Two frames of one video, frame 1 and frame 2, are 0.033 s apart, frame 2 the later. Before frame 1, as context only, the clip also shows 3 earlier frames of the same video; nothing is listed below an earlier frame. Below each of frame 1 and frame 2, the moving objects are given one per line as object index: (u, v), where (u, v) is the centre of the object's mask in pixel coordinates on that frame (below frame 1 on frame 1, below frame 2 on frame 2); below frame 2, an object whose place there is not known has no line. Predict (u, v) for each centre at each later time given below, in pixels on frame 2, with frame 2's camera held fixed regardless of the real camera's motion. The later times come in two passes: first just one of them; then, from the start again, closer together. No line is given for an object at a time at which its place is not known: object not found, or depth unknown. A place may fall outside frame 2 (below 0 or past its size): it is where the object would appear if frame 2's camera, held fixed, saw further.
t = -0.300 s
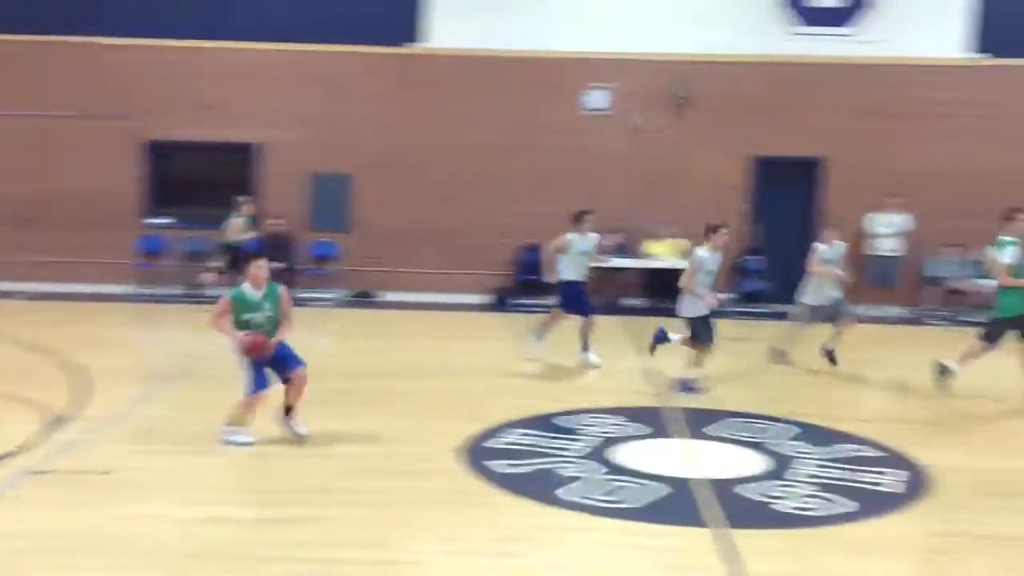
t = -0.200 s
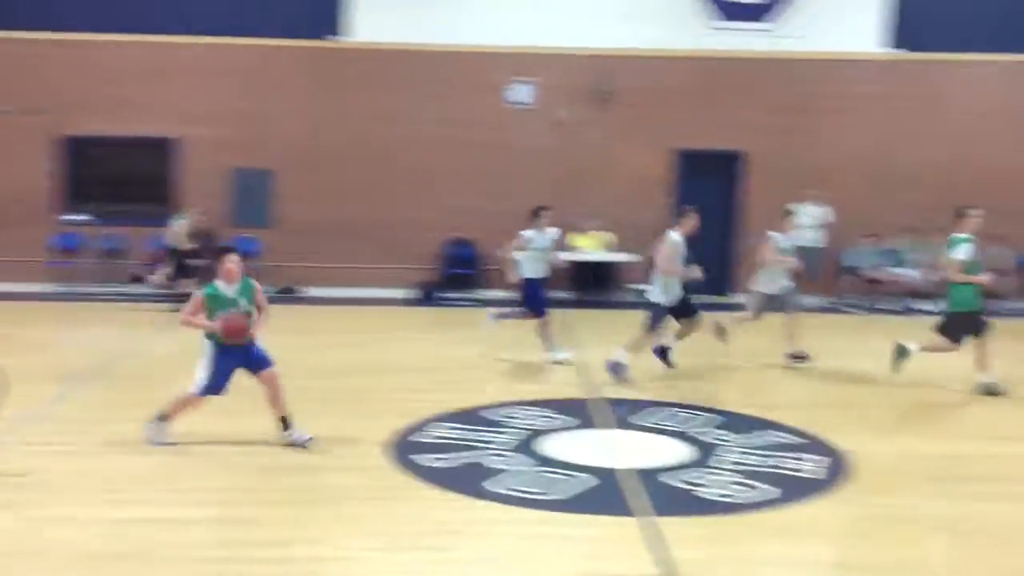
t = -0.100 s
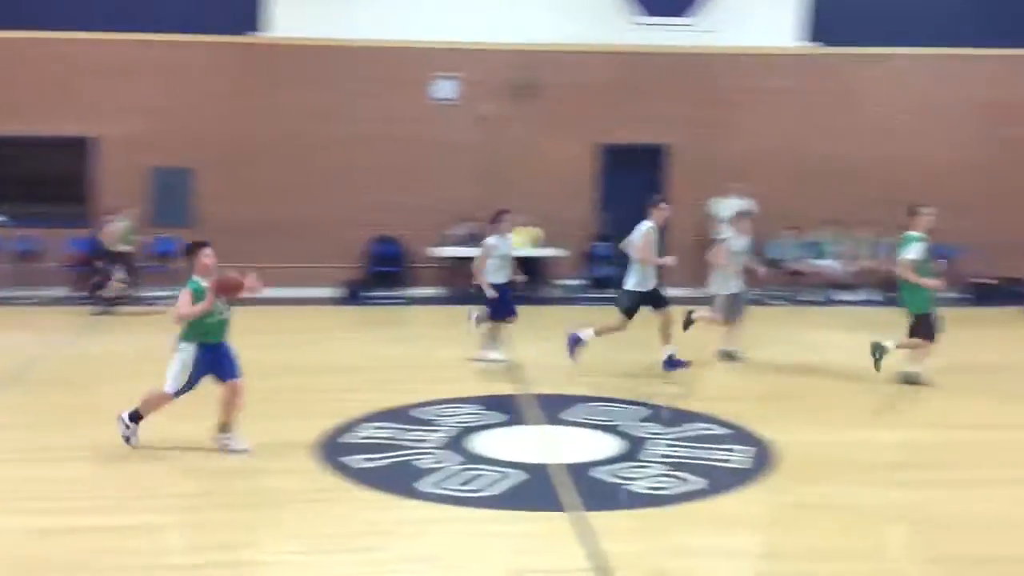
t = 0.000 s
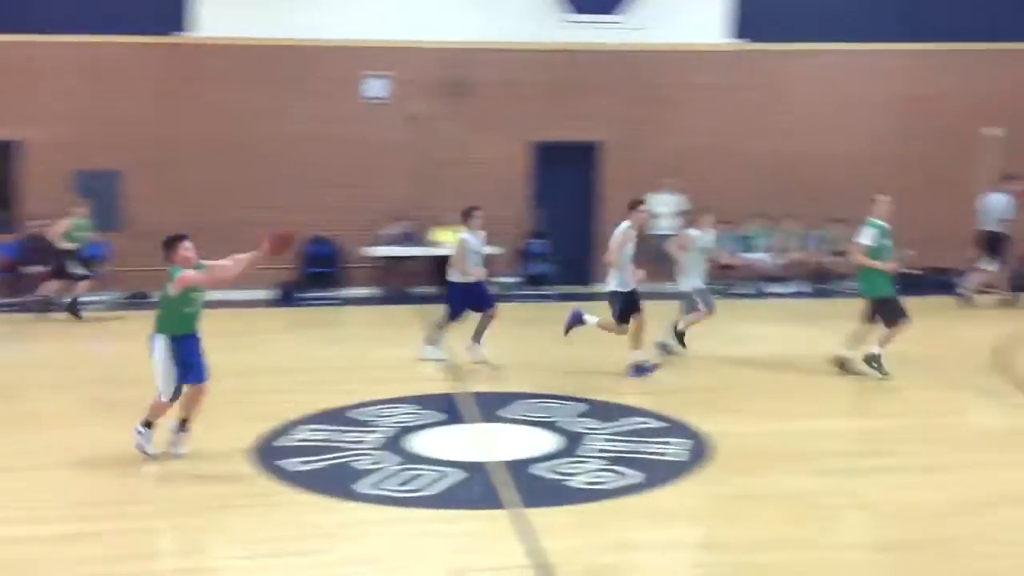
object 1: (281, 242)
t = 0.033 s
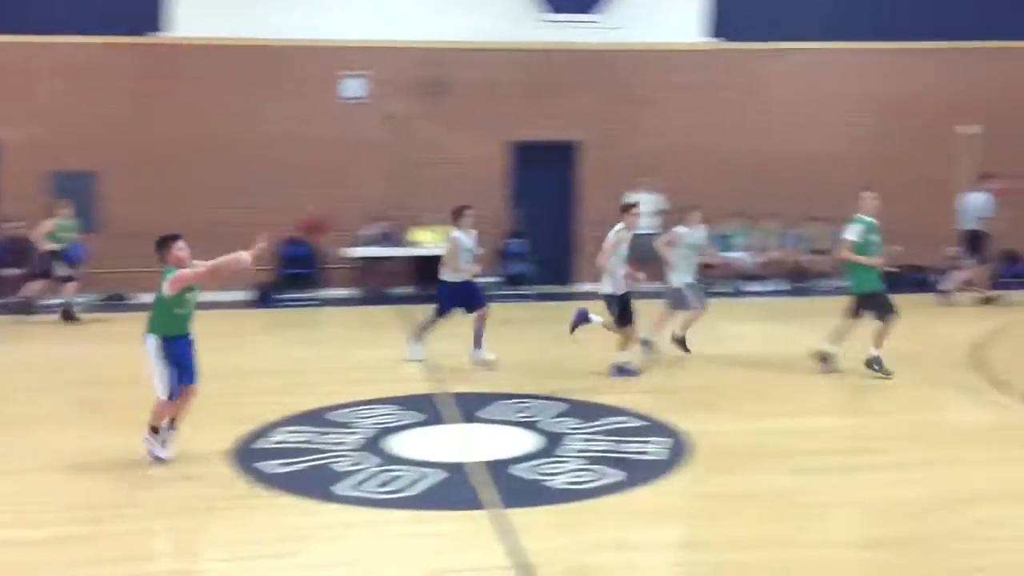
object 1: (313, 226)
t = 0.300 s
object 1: (781, 138)
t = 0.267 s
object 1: (719, 144)
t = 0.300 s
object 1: (781, 138)
